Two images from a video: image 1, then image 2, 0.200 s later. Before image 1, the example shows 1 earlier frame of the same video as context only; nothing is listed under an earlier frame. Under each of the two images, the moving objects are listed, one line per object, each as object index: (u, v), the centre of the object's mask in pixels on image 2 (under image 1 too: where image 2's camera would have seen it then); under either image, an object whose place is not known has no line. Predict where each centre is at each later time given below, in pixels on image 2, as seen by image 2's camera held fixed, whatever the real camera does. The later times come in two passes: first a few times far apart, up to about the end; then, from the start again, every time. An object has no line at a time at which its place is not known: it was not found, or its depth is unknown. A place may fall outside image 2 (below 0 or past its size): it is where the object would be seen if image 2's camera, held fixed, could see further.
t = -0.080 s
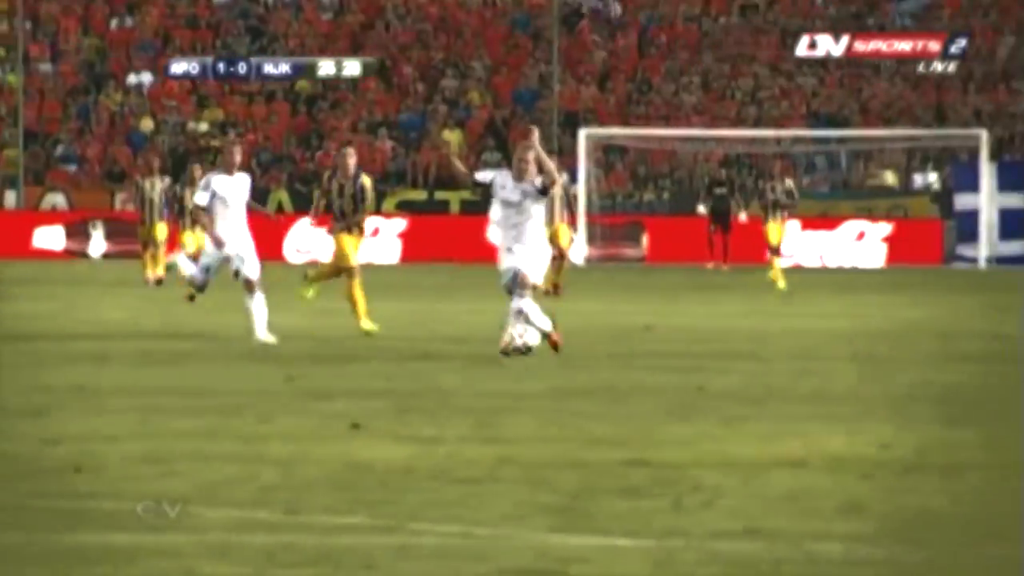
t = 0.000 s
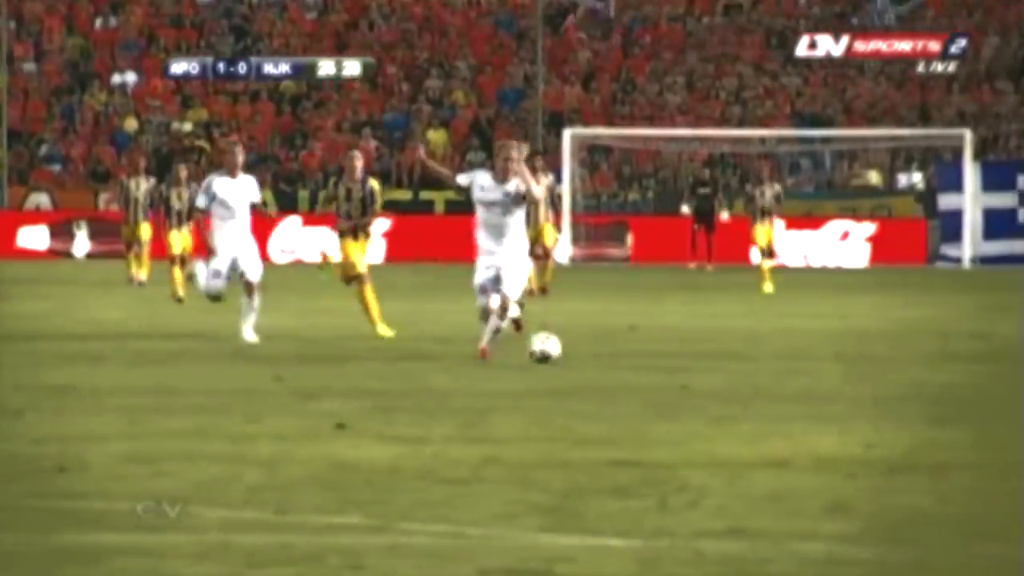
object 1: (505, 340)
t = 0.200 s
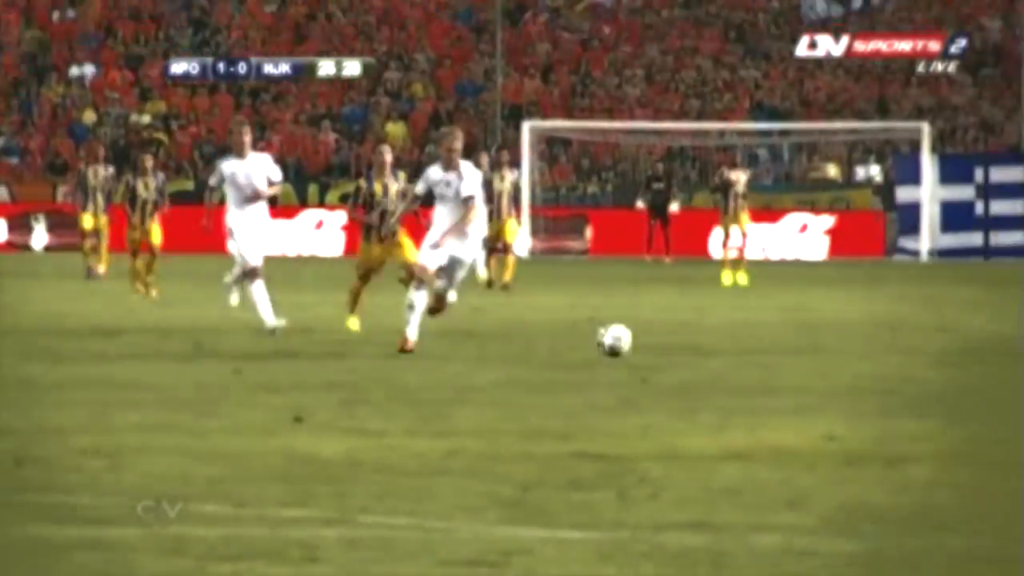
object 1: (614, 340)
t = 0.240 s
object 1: (637, 344)
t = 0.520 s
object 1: (776, 351)
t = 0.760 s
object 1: (901, 369)
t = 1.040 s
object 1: (1061, 386)
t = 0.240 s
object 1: (637, 344)
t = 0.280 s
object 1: (648, 348)
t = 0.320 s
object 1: (671, 356)
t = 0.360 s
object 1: (692, 356)
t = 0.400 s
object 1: (714, 350)
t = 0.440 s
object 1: (734, 348)
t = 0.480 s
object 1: (756, 348)
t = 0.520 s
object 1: (776, 351)
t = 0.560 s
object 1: (798, 357)
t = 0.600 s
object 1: (809, 362)
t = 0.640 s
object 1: (831, 370)
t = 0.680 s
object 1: (854, 369)
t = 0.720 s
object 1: (877, 368)
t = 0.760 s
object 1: (901, 369)
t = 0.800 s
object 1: (924, 373)
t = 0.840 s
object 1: (949, 379)
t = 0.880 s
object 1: (974, 379)
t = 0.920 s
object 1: (986, 379)
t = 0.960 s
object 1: (1011, 379)
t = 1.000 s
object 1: (1034, 383)
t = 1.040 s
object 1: (1061, 386)
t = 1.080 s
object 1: (1087, 386)
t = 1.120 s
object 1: (1114, 387)
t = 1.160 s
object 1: (1141, 390)
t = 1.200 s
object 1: (1168, 395)
